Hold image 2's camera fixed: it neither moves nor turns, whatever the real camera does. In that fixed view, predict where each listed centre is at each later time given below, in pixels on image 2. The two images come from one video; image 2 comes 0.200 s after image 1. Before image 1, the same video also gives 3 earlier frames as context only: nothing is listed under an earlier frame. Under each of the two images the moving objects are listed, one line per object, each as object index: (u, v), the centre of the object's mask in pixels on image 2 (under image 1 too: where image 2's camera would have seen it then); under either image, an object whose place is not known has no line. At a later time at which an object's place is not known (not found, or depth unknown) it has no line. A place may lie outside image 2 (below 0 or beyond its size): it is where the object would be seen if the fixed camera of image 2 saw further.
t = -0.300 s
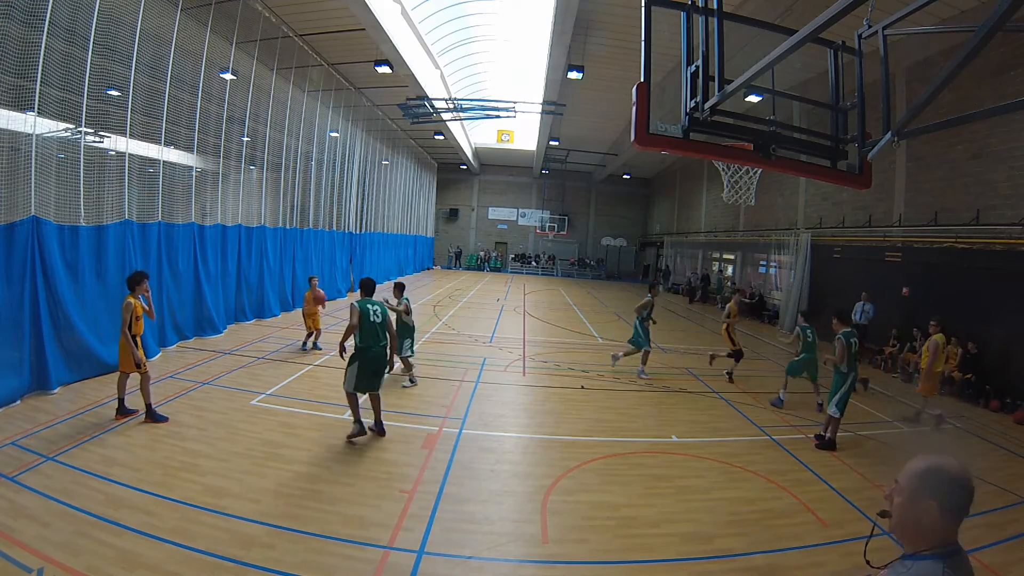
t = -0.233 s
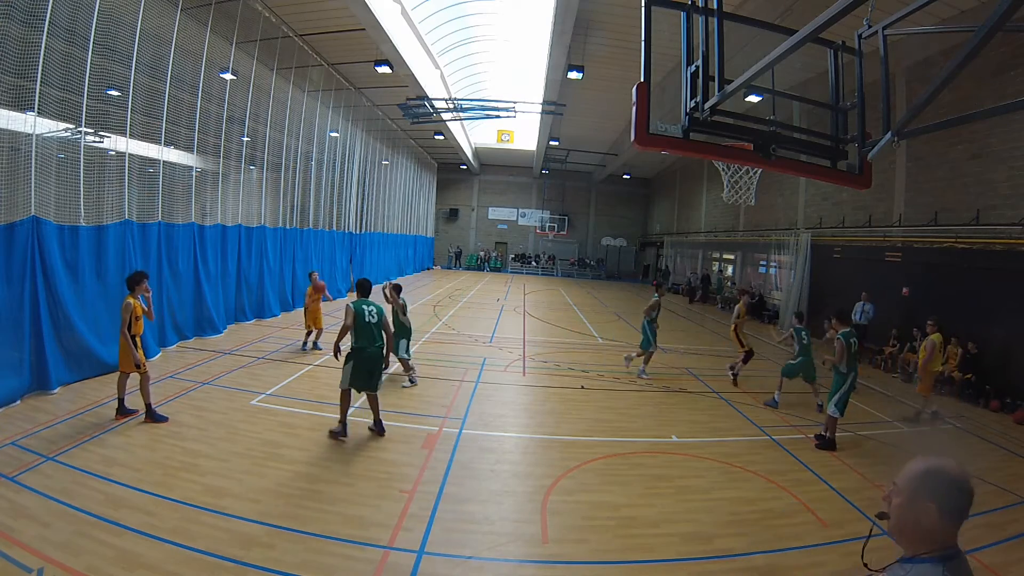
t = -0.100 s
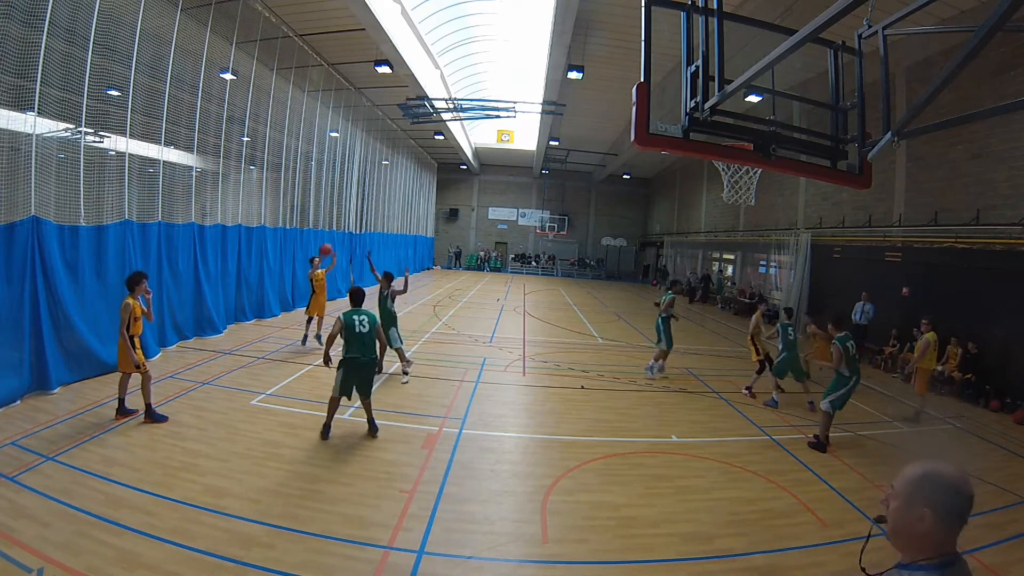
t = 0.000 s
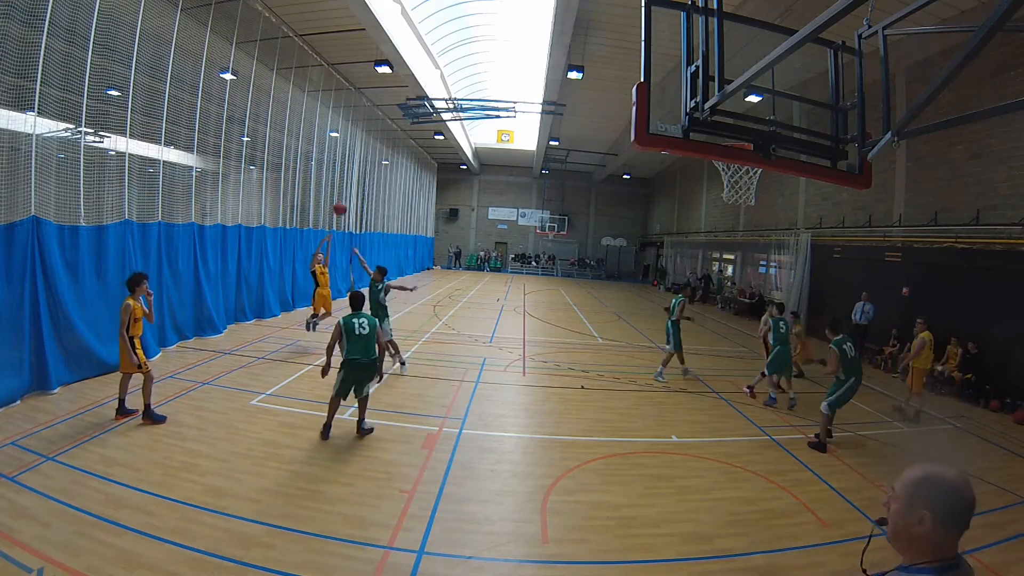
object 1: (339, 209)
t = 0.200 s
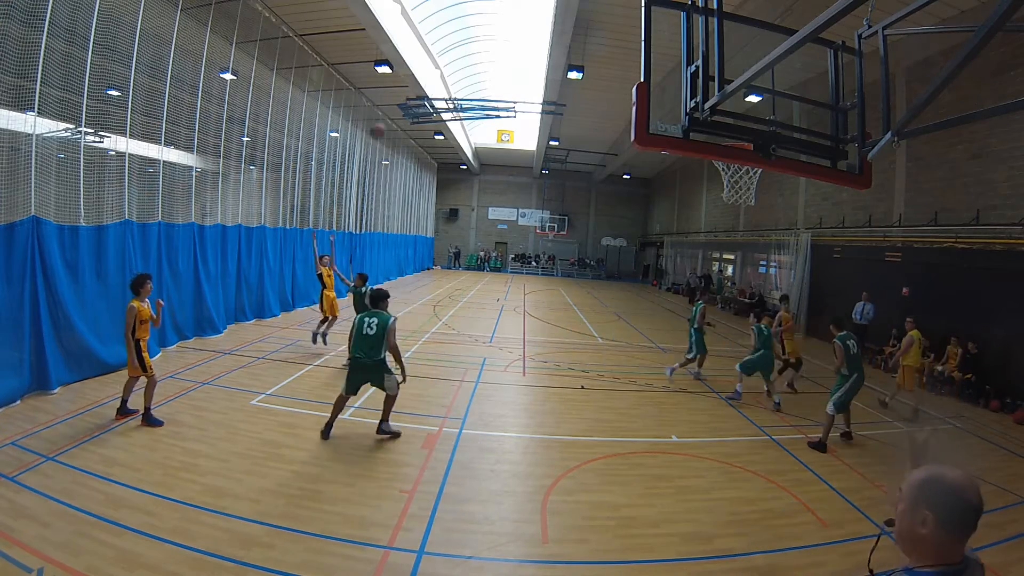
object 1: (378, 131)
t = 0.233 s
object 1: (384, 119)
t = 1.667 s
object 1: (732, 198)
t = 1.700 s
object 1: (735, 207)
